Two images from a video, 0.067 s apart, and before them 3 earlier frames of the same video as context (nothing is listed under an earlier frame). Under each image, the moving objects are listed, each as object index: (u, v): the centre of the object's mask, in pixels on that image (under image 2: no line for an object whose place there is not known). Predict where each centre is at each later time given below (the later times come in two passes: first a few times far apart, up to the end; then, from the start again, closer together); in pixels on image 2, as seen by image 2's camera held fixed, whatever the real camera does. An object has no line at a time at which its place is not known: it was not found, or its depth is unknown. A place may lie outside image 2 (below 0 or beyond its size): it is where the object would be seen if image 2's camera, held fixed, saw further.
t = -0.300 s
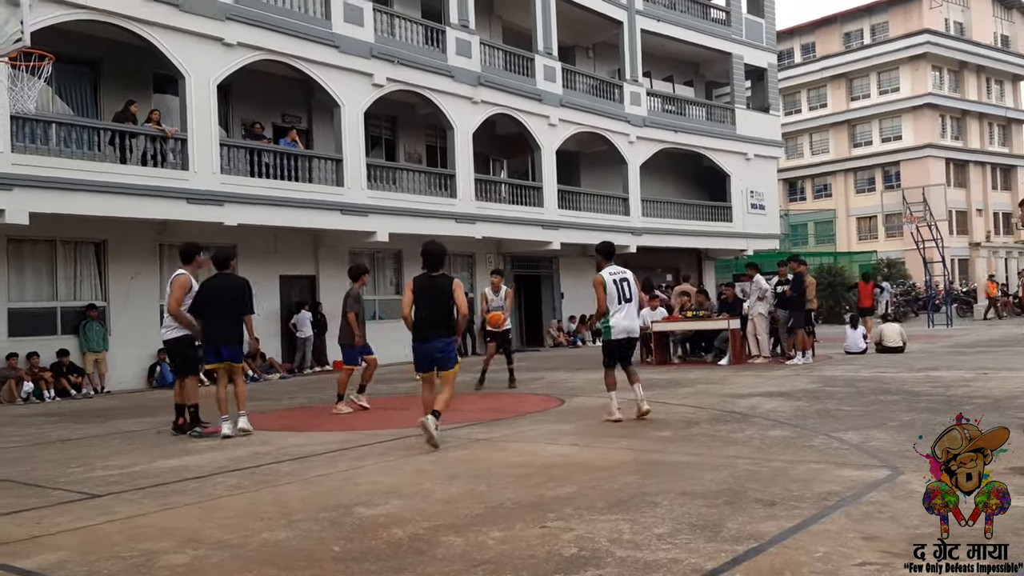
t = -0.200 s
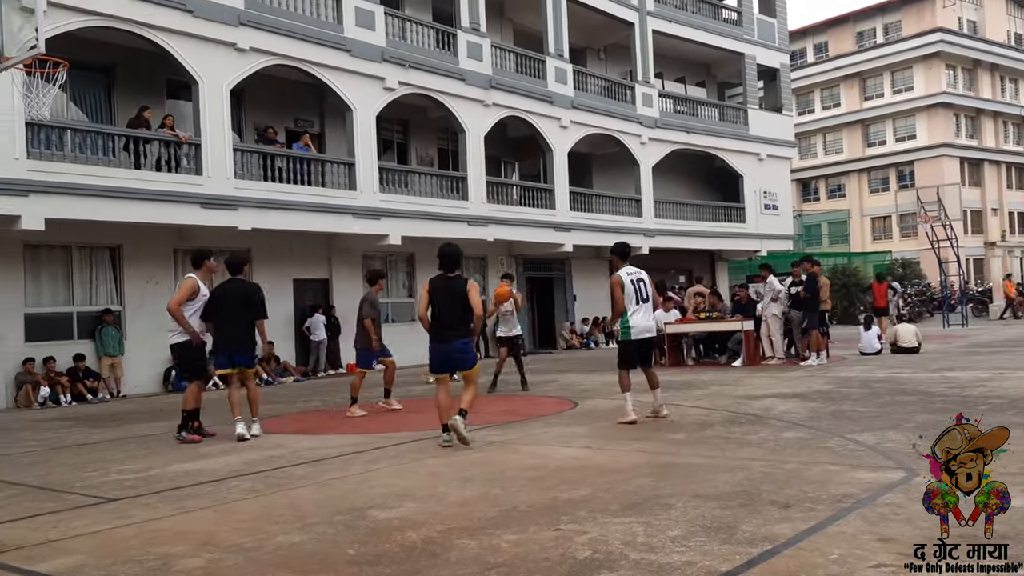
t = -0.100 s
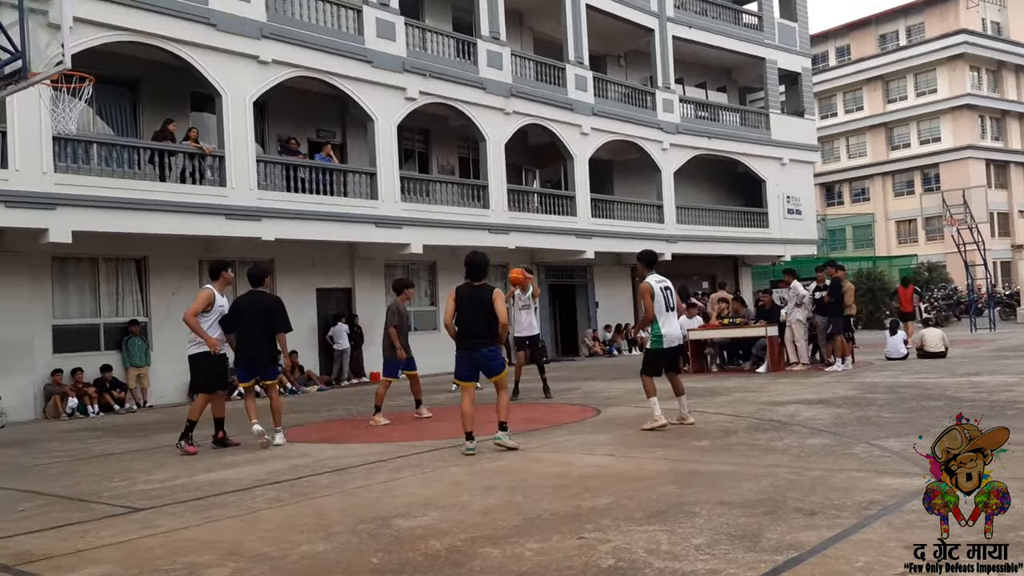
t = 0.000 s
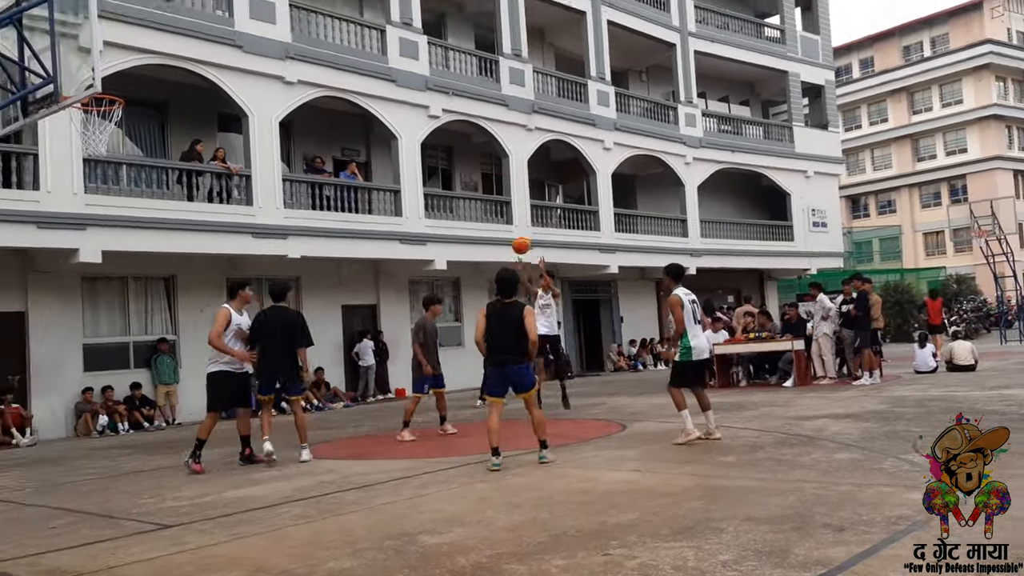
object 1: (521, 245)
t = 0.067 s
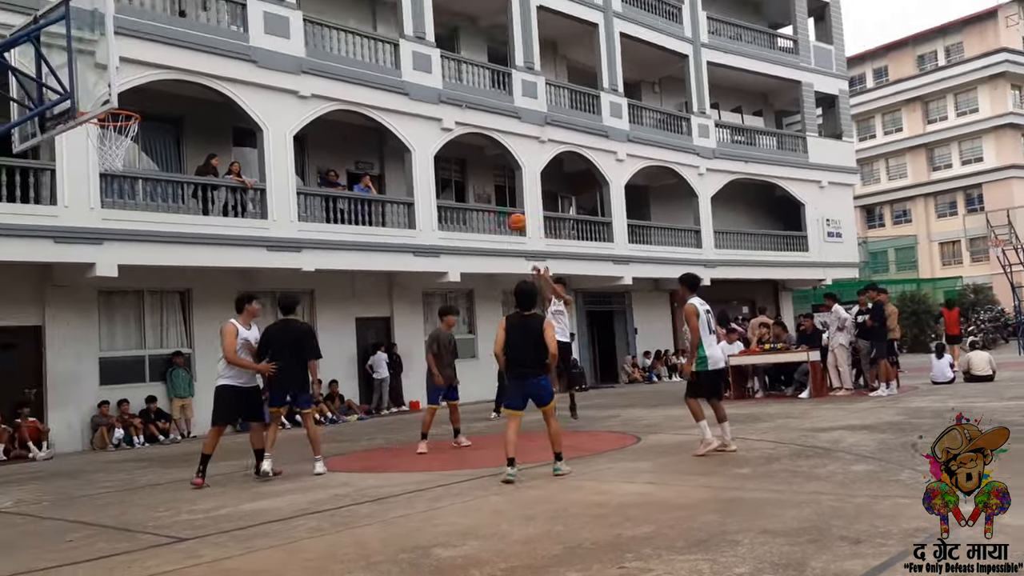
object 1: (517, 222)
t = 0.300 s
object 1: (454, 118)
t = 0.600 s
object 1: (367, 32)
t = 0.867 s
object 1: (278, 9)
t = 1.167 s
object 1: (162, 69)
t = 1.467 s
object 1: (89, 84)
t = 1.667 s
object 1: (53, 91)
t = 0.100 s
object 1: (509, 205)
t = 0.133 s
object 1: (499, 187)
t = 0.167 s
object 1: (491, 174)
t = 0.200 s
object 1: (482, 159)
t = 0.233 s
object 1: (473, 145)
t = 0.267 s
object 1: (464, 131)
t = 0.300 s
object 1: (454, 118)
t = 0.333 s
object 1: (445, 106)
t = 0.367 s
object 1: (436, 94)
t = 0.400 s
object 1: (426, 83)
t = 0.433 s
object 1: (416, 72)
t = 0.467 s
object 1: (406, 63)
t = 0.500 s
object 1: (397, 54)
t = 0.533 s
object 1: (387, 45)
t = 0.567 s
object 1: (377, 38)
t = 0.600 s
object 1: (367, 32)
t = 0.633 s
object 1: (357, 25)
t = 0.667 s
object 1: (345, 20)
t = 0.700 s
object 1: (334, 15)
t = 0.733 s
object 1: (324, 13)
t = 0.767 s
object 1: (313, 10)
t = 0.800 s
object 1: (302, 9)
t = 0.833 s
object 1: (290, 9)
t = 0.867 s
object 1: (278, 9)
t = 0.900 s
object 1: (267, 11)
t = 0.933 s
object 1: (255, 14)
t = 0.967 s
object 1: (242, 18)
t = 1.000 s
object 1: (230, 23)
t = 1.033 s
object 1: (217, 29)
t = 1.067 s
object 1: (204, 37)
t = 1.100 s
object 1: (190, 46)
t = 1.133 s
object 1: (176, 57)
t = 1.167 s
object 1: (162, 69)
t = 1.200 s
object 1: (149, 82)
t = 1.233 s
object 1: (135, 99)
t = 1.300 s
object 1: (123, 105)
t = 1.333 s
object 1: (107, 99)
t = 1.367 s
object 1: (99, 94)
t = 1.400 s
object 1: (97, 90)
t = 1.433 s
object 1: (93, 86)
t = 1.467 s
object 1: (89, 84)
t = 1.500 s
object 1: (87, 83)
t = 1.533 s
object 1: (84, 82)
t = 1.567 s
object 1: (75, 80)
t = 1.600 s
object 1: (74, 80)
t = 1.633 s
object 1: (56, 87)
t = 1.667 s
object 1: (53, 91)
